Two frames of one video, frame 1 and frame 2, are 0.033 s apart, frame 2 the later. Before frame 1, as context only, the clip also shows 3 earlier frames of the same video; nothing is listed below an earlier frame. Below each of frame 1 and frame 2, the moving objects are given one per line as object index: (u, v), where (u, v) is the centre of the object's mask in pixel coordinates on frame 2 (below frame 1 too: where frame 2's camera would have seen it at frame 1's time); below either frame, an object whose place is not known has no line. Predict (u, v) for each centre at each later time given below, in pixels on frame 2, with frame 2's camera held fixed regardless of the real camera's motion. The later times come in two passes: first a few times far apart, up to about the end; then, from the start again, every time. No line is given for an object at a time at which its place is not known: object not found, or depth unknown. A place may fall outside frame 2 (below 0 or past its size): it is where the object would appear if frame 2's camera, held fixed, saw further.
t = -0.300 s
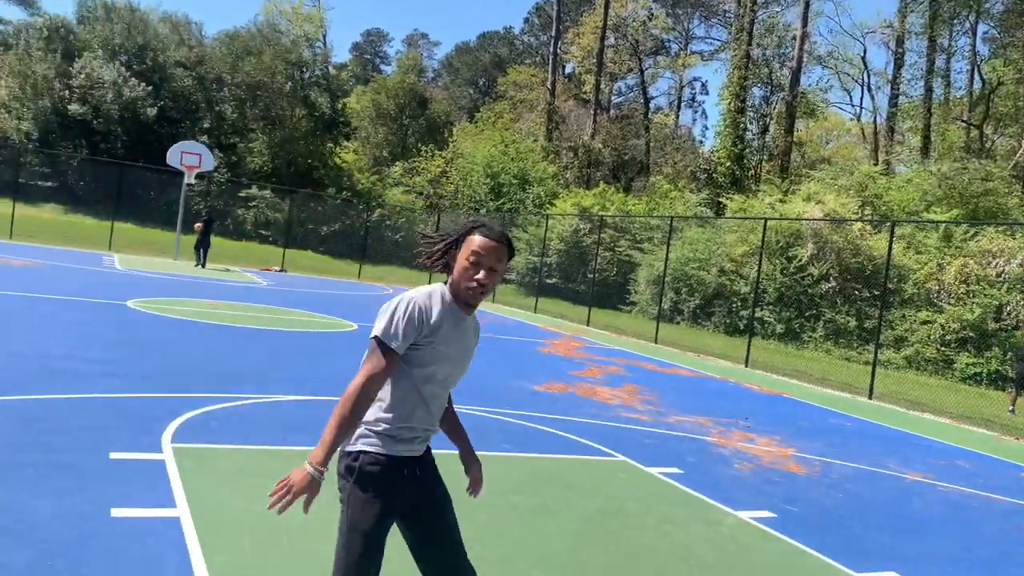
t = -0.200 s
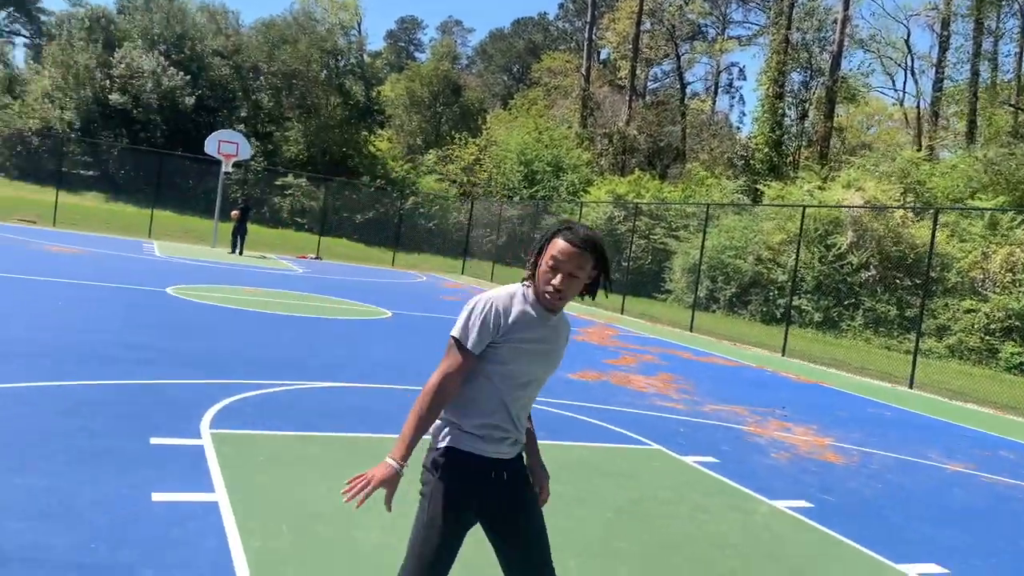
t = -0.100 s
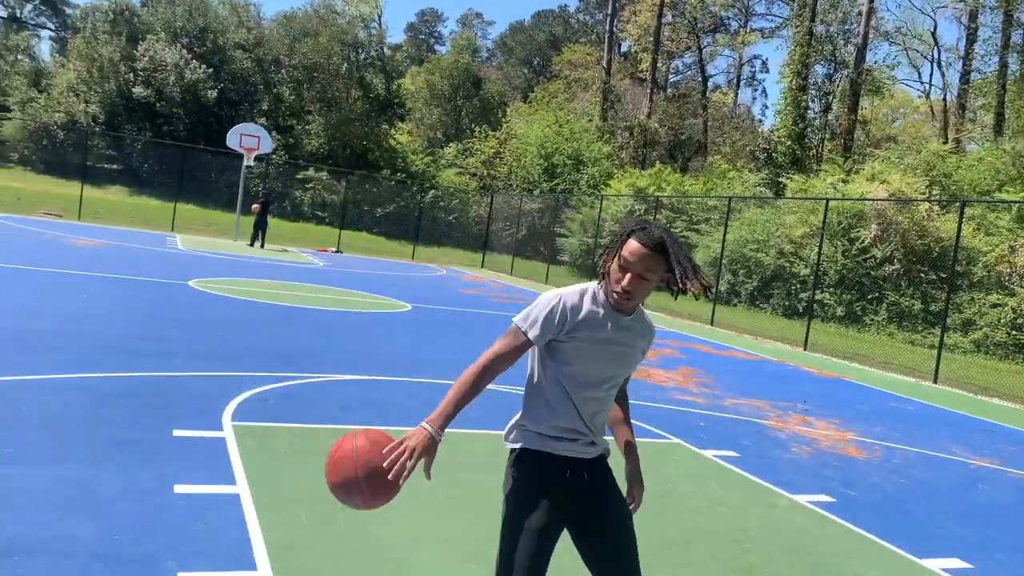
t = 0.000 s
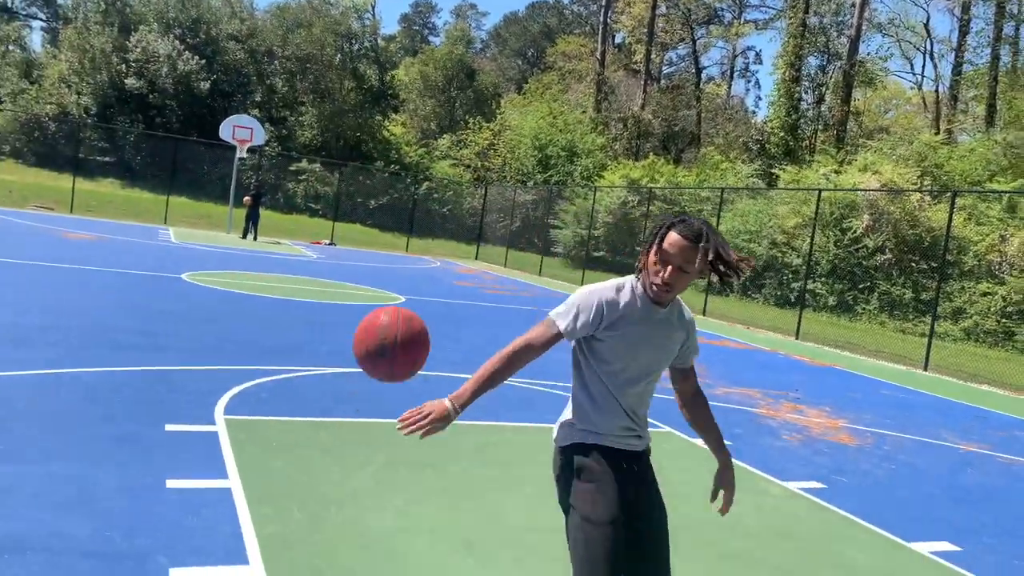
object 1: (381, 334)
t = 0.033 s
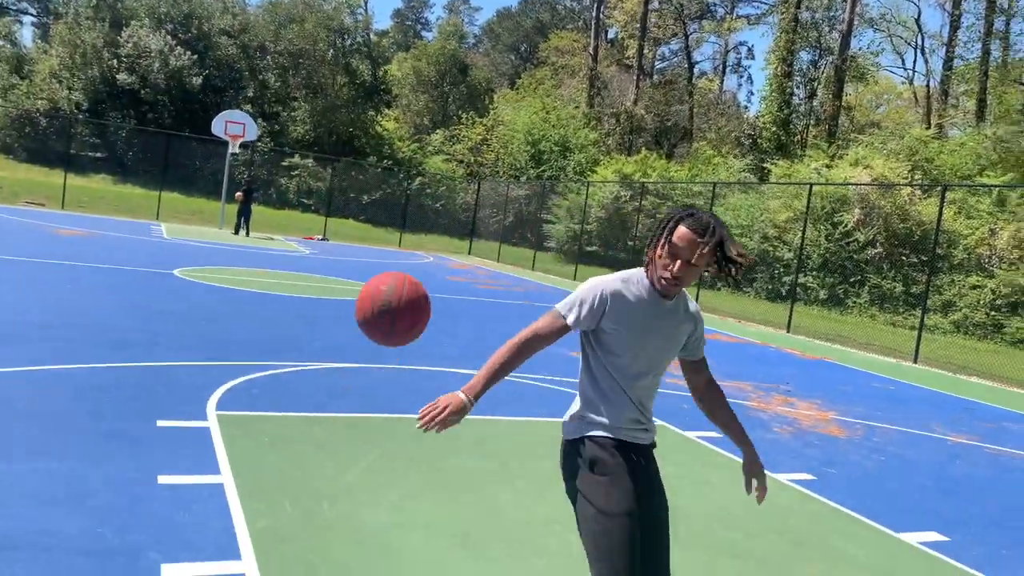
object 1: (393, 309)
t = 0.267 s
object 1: (442, 207)
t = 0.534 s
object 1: (465, 284)
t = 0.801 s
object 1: (462, 502)
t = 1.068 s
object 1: (501, 381)
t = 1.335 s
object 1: (529, 337)
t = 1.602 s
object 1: (528, 430)
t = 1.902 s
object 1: (543, 401)
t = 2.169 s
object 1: (551, 387)
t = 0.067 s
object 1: (399, 284)
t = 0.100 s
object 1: (406, 262)
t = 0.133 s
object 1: (413, 246)
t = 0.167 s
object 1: (422, 232)
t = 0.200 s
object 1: (430, 219)
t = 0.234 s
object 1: (436, 211)
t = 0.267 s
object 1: (442, 207)
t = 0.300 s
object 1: (445, 206)
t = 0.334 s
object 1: (450, 209)
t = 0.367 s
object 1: (454, 215)
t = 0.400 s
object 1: (457, 224)
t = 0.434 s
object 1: (461, 235)
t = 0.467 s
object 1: (463, 249)
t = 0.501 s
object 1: (465, 265)
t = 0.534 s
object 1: (465, 284)
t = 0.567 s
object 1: (467, 305)
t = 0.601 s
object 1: (469, 327)
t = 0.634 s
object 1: (470, 351)
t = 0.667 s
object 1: (471, 376)
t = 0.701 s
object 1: (469, 405)
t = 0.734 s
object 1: (467, 436)
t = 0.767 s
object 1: (464, 467)
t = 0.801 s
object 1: (462, 502)
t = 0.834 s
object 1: (460, 538)
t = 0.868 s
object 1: (466, 514)
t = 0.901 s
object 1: (472, 485)
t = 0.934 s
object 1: (478, 459)
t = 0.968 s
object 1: (485, 436)
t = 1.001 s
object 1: (490, 415)
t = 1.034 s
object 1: (496, 397)
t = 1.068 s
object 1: (501, 381)
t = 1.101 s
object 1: (505, 367)
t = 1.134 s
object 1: (510, 356)
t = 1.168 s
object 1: (514, 347)
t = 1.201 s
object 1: (518, 341)
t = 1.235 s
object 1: (522, 336)
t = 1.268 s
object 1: (525, 335)
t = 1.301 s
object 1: (527, 335)
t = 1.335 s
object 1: (529, 337)
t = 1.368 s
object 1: (529, 341)
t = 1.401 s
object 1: (528, 347)
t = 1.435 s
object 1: (529, 356)
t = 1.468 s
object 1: (528, 367)
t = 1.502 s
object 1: (528, 380)
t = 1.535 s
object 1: (528, 394)
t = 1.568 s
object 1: (528, 411)
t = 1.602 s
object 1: (528, 430)
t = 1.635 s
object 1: (528, 450)
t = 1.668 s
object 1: (526, 472)
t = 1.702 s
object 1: (524, 497)
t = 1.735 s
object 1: (527, 475)
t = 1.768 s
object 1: (531, 456)
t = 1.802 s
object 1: (535, 439)
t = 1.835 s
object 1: (538, 424)
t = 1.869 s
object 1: (542, 411)
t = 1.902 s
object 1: (543, 401)
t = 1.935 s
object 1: (545, 392)
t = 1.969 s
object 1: (547, 386)
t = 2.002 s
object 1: (548, 382)
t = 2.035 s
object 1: (549, 379)
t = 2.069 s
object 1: (550, 379)
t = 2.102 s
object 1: (550, 380)
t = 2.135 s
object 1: (551, 382)
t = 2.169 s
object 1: (551, 387)
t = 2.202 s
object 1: (551, 394)
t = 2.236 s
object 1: (551, 402)
